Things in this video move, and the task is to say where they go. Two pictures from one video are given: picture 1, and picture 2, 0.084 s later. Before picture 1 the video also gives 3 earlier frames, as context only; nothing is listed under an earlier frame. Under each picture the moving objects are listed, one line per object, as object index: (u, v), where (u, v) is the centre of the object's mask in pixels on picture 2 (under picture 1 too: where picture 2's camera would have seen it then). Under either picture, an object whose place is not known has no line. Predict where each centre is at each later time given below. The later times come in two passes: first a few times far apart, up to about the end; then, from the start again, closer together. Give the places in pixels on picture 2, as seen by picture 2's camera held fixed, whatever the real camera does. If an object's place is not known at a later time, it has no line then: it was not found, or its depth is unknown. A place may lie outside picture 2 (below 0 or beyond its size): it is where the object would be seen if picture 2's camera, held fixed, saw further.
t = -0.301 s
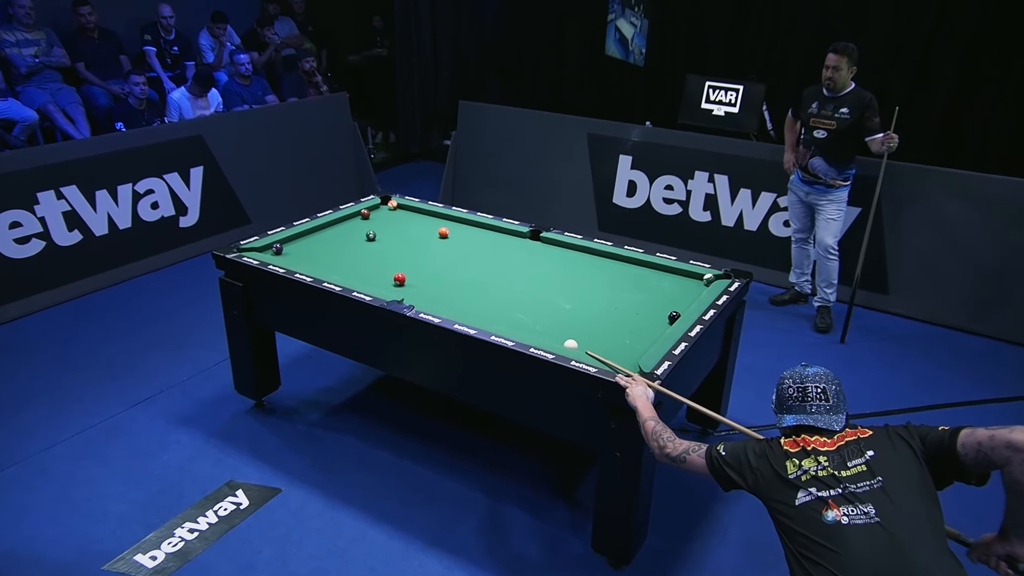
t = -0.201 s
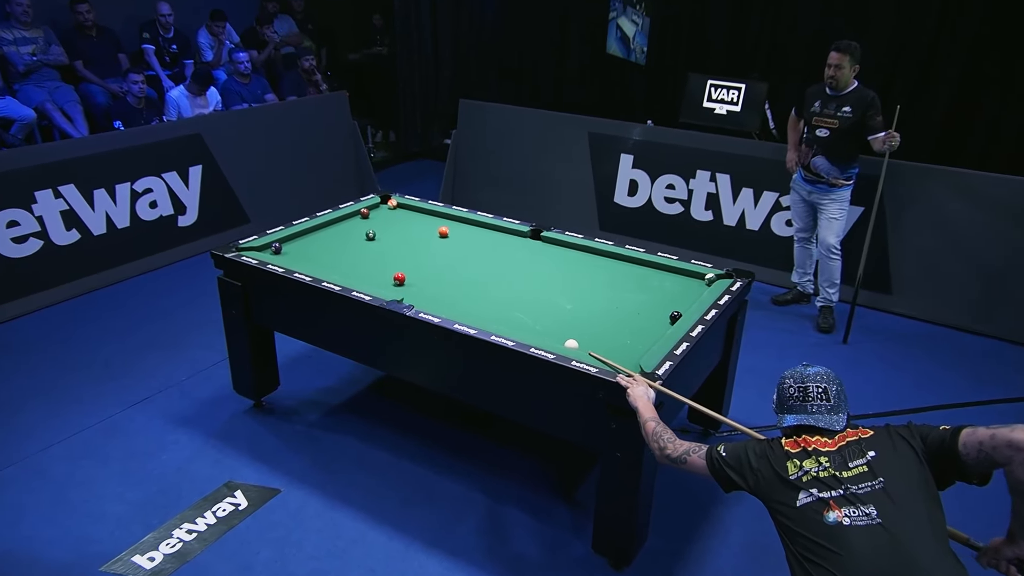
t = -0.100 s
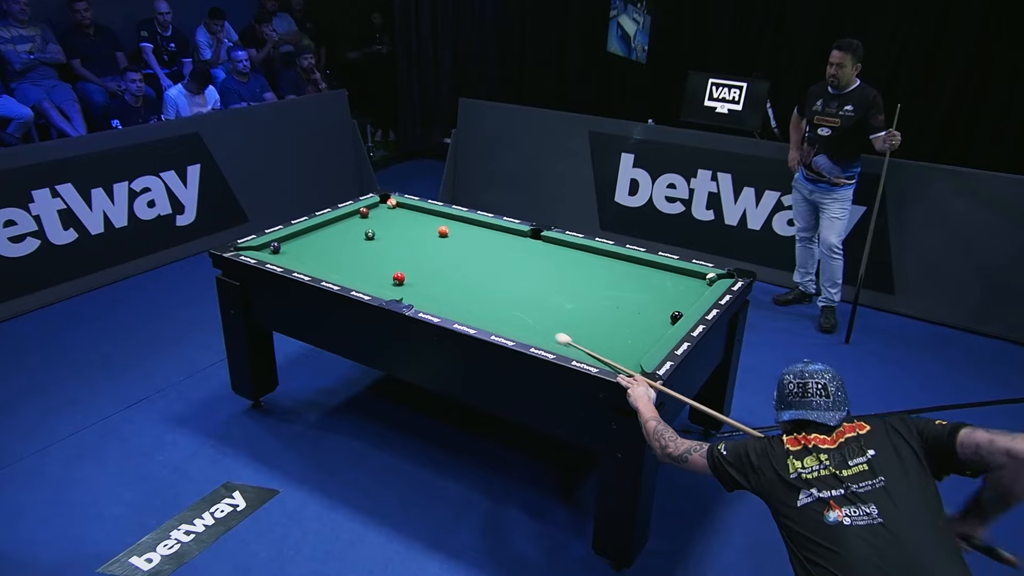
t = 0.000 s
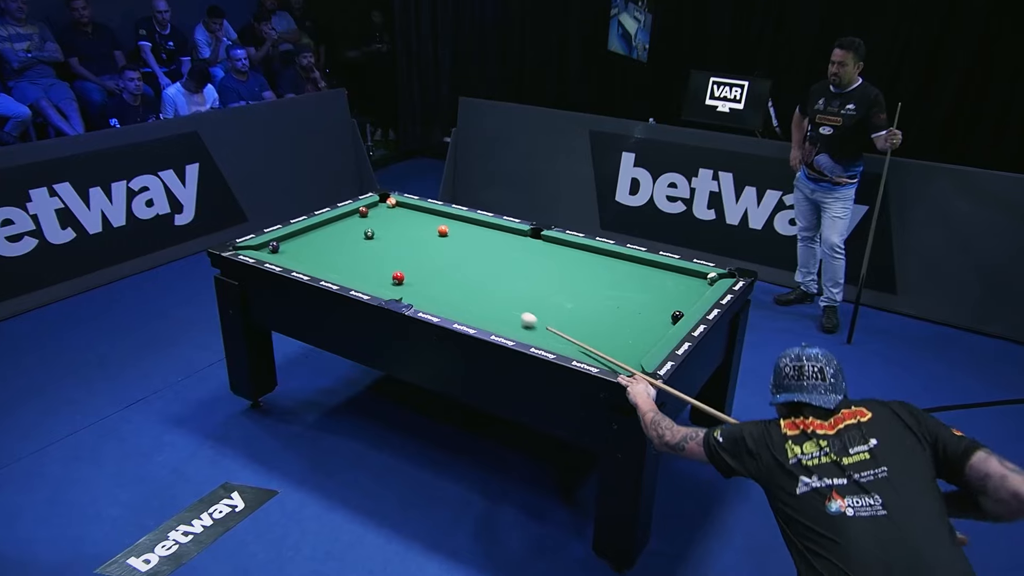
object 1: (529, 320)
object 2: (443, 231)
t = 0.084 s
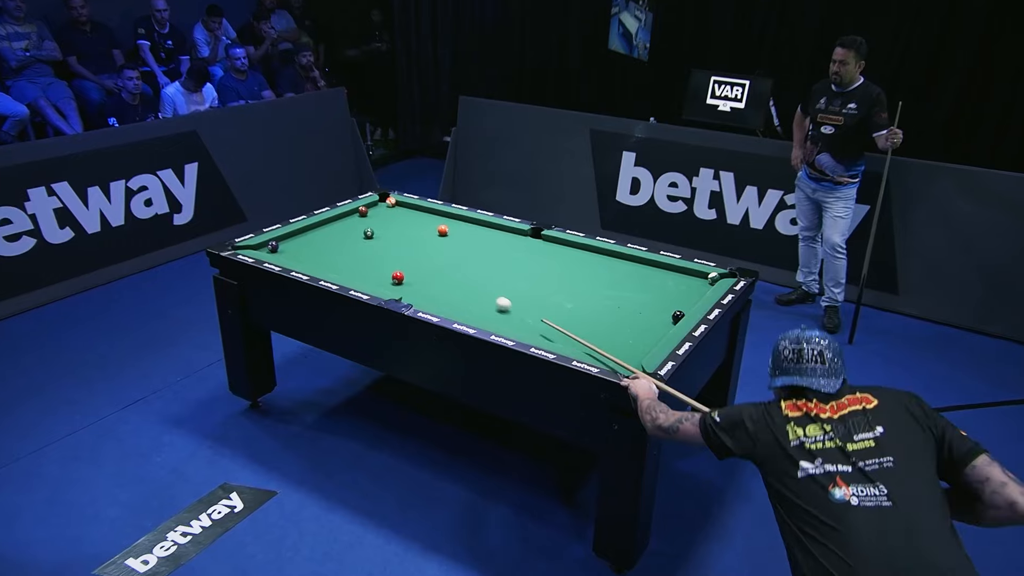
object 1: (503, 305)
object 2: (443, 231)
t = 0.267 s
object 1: (454, 274)
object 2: (442, 231)
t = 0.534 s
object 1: (395, 239)
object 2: (442, 231)
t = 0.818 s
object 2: (441, 231)
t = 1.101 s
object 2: (441, 231)
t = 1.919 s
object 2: (500, 238)
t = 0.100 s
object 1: (498, 302)
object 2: (442, 231)
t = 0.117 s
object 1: (494, 299)
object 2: (442, 231)
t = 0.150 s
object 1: (485, 293)
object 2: (442, 231)
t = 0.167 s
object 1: (480, 290)
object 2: (442, 231)
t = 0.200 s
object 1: (471, 285)
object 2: (442, 231)
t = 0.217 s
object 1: (467, 282)
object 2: (442, 231)
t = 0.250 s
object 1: (458, 277)
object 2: (442, 231)
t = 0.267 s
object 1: (454, 274)
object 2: (442, 231)
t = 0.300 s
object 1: (446, 270)
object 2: (442, 231)
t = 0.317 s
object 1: (442, 267)
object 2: (442, 231)
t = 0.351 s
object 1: (435, 262)
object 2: (442, 231)
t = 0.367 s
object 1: (431, 260)
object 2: (442, 231)
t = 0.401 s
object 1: (423, 256)
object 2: (442, 231)
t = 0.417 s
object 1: (420, 253)
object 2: (442, 231)
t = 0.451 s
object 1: (412, 249)
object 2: (442, 231)
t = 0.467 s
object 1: (409, 247)
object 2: (442, 231)
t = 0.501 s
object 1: (402, 243)
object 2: (442, 231)
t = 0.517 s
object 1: (399, 241)
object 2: (442, 231)
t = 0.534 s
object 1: (395, 239)
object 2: (442, 231)
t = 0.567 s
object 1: (389, 235)
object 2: (442, 231)
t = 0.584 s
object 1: (386, 233)
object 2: (442, 231)
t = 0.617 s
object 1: (379, 229)
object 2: (442, 231)
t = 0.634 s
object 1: (376, 227)
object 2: (442, 231)
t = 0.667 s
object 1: (371, 223)
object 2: (441, 231)
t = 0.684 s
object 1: (367, 222)
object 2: (441, 231)
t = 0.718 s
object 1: (361, 218)
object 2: (442, 231)
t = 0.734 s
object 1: (358, 217)
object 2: (441, 231)
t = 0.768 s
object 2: (441, 231)
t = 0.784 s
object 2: (441, 231)
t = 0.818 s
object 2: (441, 231)
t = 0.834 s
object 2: (441, 231)
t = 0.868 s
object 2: (441, 231)
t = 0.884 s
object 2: (441, 231)
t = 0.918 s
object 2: (441, 231)
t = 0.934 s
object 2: (441, 231)
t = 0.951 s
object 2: (441, 231)
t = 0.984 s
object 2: (441, 231)
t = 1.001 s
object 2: (441, 231)
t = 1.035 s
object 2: (441, 231)
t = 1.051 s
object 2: (441, 231)
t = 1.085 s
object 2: (441, 231)
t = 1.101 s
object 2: (441, 231)
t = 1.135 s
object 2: (441, 231)
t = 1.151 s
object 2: (441, 231)
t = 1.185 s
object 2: (441, 230)
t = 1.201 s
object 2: (441, 230)
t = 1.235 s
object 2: (441, 230)
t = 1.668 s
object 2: (478, 235)
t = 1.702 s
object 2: (481, 235)
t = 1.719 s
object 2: (482, 235)
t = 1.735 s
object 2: (484, 236)
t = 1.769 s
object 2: (487, 236)
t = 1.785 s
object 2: (488, 236)
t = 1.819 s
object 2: (491, 237)
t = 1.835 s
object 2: (493, 237)
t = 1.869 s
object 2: (496, 237)
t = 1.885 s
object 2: (497, 237)
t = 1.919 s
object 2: (500, 238)
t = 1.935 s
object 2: (502, 238)
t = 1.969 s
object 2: (505, 238)
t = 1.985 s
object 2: (506, 238)
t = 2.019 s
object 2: (509, 239)
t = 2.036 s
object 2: (511, 239)
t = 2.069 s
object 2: (514, 239)
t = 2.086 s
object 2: (515, 240)
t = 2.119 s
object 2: (518, 240)
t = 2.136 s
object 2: (519, 240)
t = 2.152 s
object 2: (520, 240)
